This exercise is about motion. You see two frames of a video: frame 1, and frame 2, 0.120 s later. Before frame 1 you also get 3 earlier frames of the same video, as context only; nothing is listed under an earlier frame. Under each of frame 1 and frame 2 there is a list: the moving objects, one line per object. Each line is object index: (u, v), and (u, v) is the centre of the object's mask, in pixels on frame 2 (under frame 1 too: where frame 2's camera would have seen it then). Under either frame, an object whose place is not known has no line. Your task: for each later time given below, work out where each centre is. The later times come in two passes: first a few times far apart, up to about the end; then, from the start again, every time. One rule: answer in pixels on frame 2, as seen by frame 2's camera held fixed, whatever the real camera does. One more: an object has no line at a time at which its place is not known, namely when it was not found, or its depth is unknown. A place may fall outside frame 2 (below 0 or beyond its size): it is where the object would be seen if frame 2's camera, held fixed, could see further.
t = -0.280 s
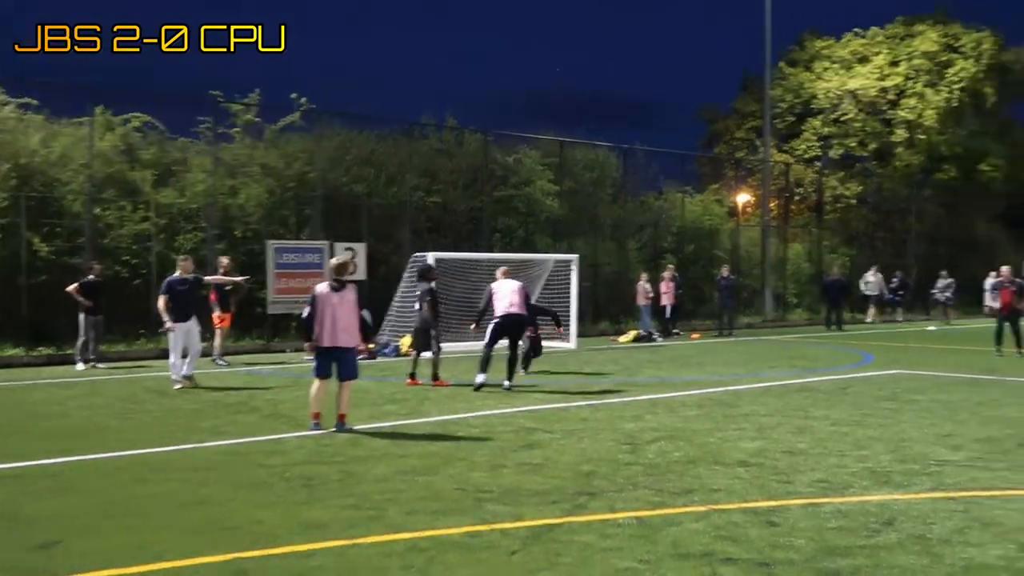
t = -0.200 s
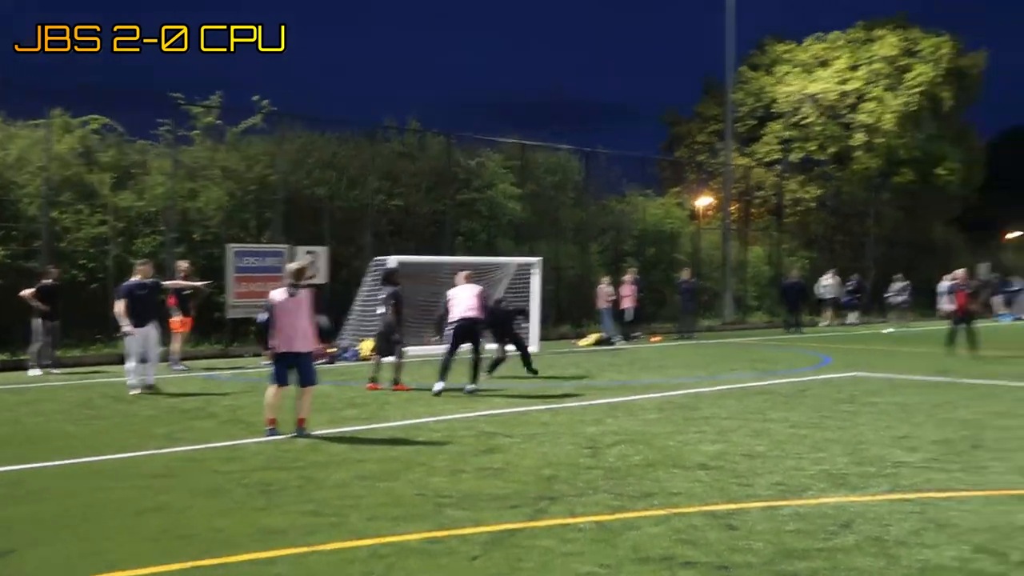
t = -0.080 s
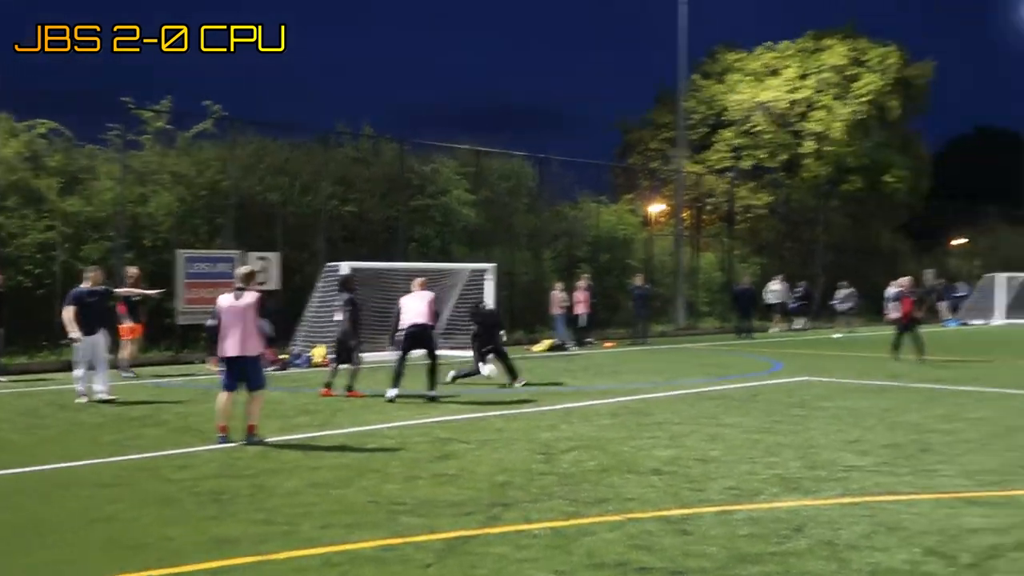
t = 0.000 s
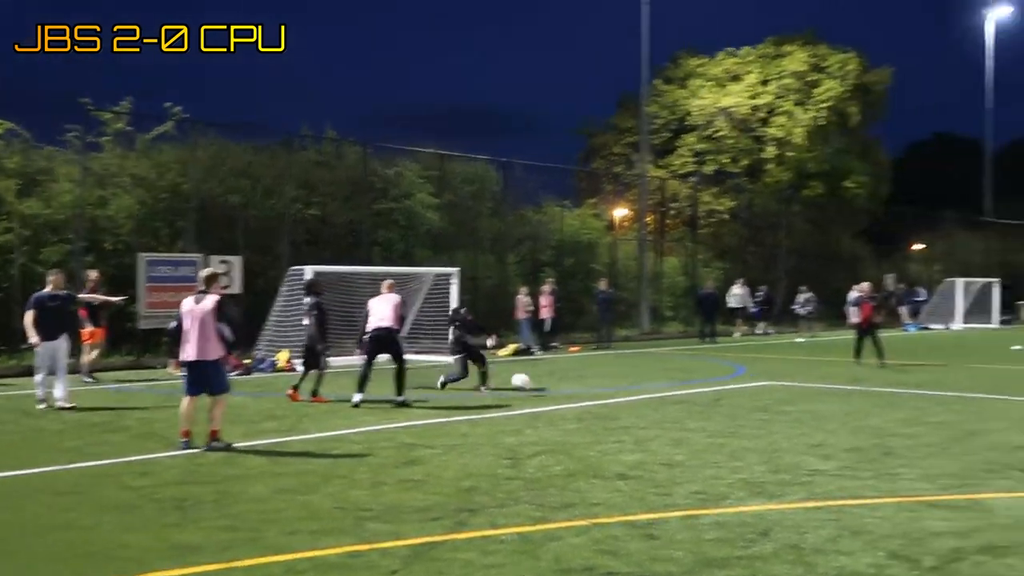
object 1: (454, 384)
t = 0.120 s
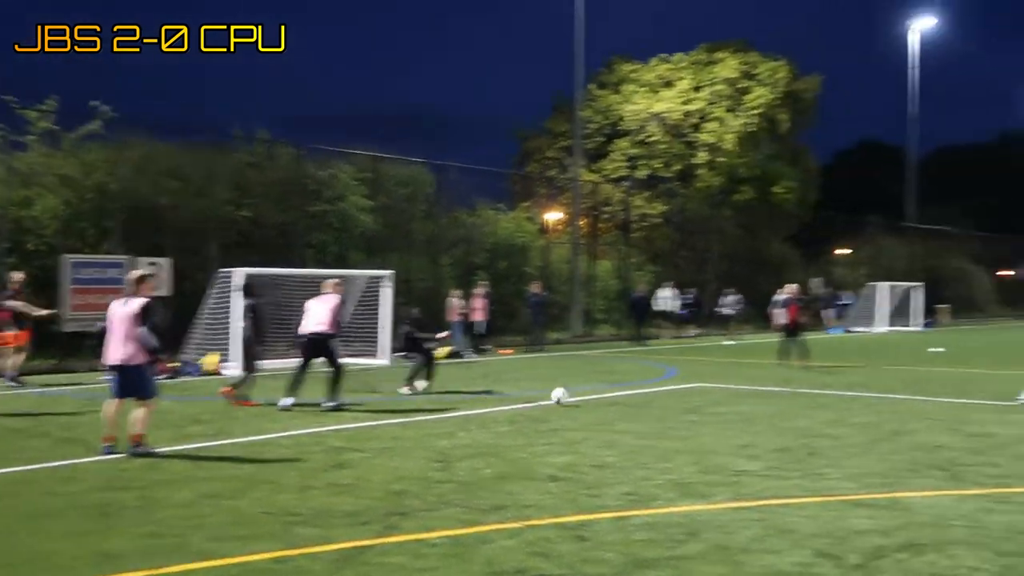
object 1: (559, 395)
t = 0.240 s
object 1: (671, 402)
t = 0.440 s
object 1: (867, 415)
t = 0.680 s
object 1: (1124, 433)
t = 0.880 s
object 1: (1354, 444)
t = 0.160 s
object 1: (595, 396)
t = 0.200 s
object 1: (633, 398)
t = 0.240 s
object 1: (671, 402)
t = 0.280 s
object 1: (710, 407)
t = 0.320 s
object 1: (747, 407)
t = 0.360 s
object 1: (786, 408)
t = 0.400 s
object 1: (826, 410)
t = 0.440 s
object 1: (867, 415)
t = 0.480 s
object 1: (908, 420)
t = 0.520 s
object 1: (950, 420)
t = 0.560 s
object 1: (992, 423)
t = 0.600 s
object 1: (1036, 427)
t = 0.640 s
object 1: (1080, 431)
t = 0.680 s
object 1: (1124, 433)
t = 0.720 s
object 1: (1169, 436)
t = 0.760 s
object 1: (1216, 440)
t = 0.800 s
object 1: (1261, 442)
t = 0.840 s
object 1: (1306, 442)
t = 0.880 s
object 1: (1354, 444)
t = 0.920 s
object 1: (1402, 449)
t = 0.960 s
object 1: (1453, 455)
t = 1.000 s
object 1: (1505, 461)
